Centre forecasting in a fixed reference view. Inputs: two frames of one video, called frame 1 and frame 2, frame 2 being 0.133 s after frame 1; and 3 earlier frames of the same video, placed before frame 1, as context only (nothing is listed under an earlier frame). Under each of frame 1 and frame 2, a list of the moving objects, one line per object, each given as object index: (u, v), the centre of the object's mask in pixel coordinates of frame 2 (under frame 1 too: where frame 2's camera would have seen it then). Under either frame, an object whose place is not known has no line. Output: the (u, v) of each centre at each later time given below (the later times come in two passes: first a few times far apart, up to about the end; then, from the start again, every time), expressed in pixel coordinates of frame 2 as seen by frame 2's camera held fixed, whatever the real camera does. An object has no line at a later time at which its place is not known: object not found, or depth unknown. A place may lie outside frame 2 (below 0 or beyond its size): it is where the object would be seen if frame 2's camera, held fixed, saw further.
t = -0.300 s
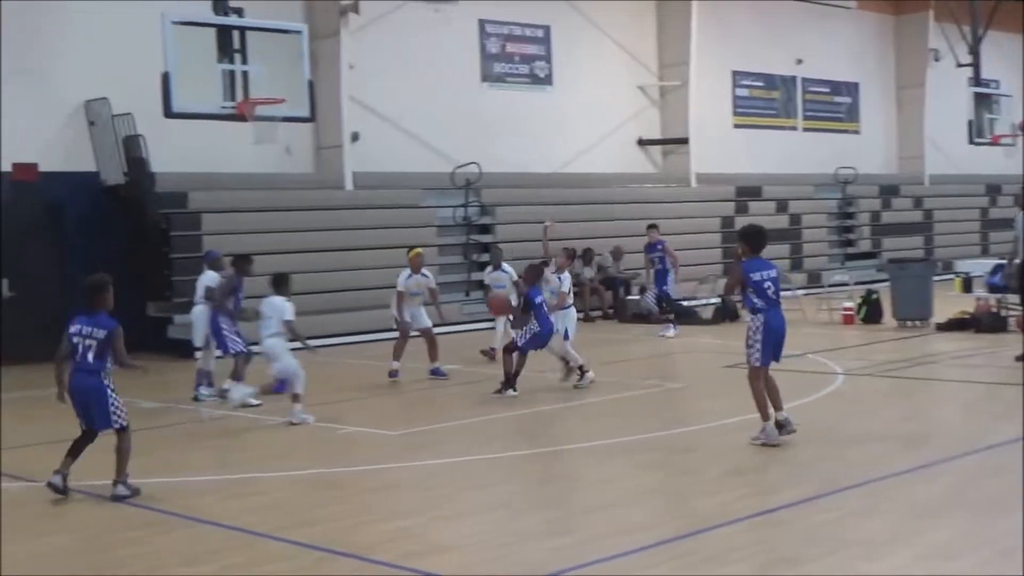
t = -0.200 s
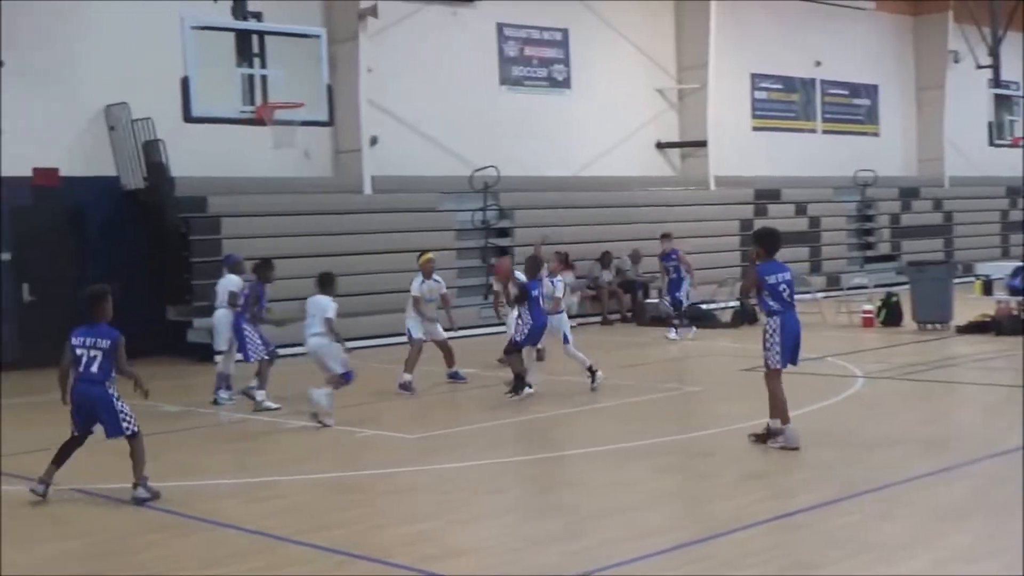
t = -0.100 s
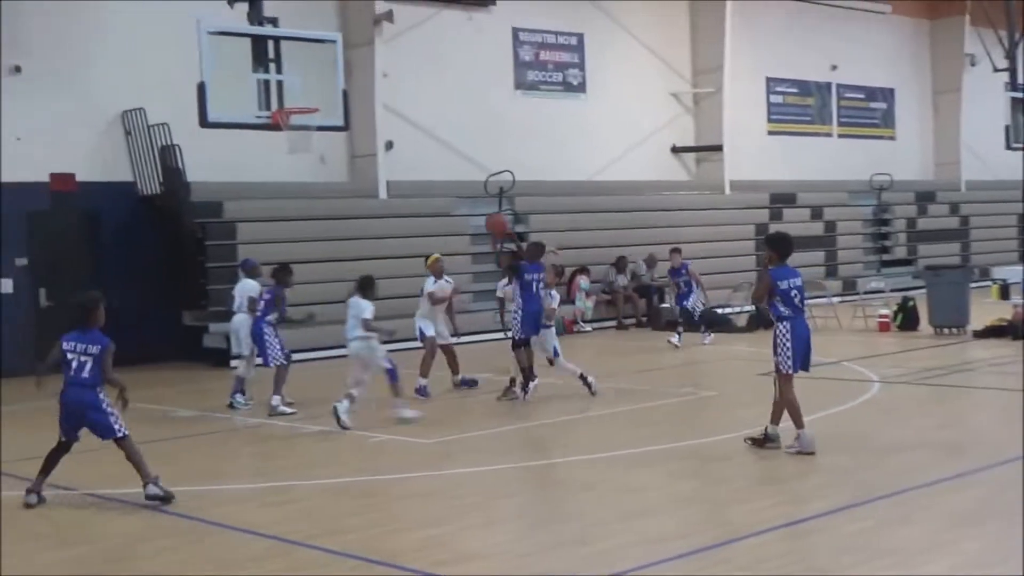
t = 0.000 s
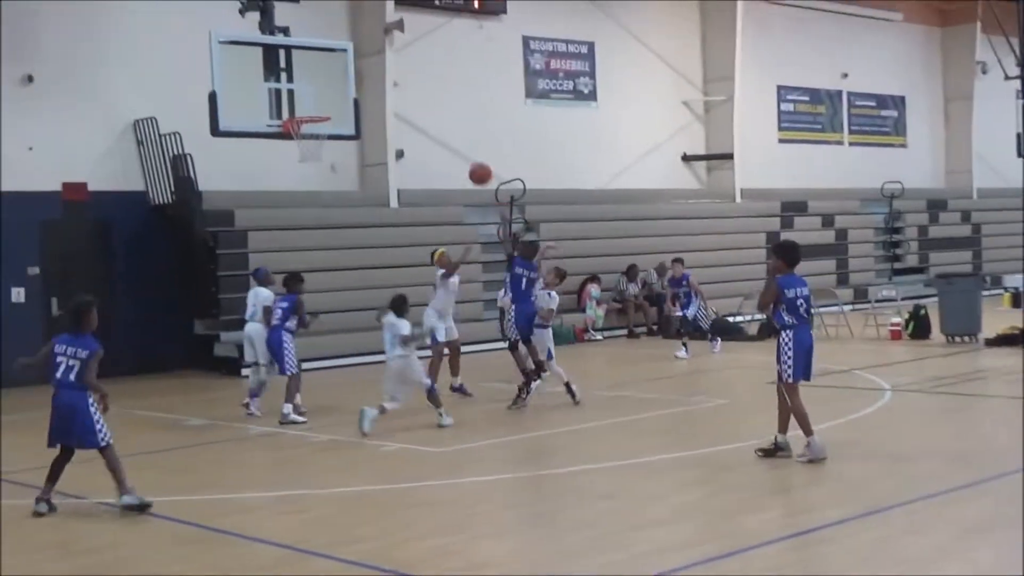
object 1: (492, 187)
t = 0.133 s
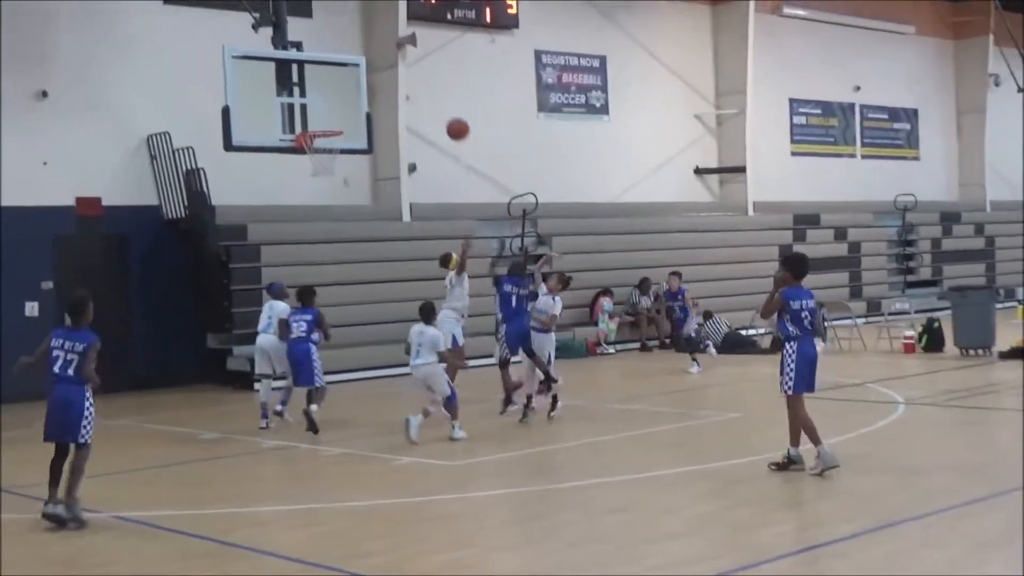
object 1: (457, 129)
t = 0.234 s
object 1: (433, 99)
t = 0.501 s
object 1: (375, 69)
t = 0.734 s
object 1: (331, 97)
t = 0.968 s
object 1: (332, 109)
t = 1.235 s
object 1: (375, 115)
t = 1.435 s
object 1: (410, 160)
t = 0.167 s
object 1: (449, 117)
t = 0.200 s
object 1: (441, 107)
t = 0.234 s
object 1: (433, 99)
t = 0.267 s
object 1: (426, 91)
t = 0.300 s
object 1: (418, 84)
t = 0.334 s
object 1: (411, 79)
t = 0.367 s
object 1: (404, 75)
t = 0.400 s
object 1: (397, 72)
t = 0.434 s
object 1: (389, 70)
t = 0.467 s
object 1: (381, 69)
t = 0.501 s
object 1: (375, 69)
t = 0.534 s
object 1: (368, 70)
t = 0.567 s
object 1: (362, 72)
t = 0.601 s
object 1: (355, 74)
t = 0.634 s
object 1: (350, 79)
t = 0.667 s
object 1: (344, 84)
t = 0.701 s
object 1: (337, 90)
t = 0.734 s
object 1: (331, 97)
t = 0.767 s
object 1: (326, 104)
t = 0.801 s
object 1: (320, 113)
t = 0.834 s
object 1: (314, 122)
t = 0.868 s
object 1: (315, 122)
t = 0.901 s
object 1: (322, 117)
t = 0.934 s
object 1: (327, 113)
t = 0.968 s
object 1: (332, 109)
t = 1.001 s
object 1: (337, 106)
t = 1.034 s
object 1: (342, 104)
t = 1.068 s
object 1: (348, 103)
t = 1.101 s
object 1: (353, 103)
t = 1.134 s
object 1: (358, 104)
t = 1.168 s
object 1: (365, 106)
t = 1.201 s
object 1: (370, 109)
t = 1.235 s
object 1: (375, 115)
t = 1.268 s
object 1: (380, 120)
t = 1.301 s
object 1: (383, 124)
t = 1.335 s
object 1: (393, 132)
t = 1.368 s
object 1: (398, 140)
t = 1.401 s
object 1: (404, 150)
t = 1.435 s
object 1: (410, 160)
